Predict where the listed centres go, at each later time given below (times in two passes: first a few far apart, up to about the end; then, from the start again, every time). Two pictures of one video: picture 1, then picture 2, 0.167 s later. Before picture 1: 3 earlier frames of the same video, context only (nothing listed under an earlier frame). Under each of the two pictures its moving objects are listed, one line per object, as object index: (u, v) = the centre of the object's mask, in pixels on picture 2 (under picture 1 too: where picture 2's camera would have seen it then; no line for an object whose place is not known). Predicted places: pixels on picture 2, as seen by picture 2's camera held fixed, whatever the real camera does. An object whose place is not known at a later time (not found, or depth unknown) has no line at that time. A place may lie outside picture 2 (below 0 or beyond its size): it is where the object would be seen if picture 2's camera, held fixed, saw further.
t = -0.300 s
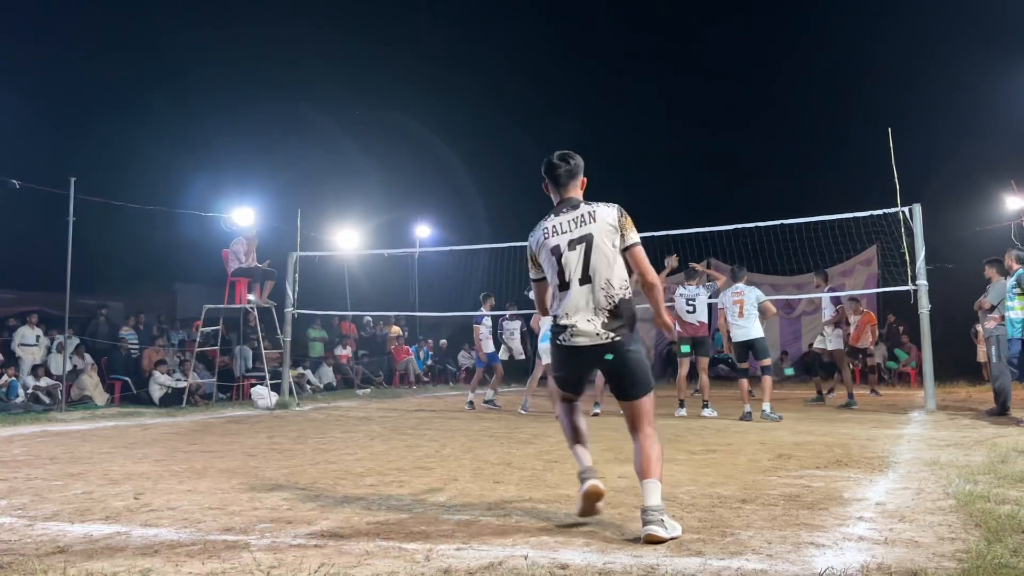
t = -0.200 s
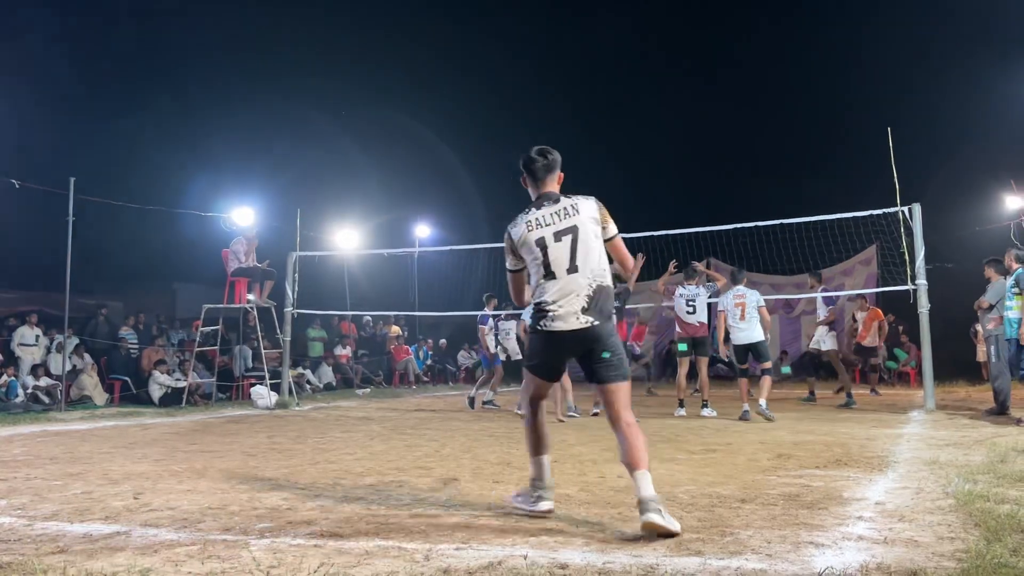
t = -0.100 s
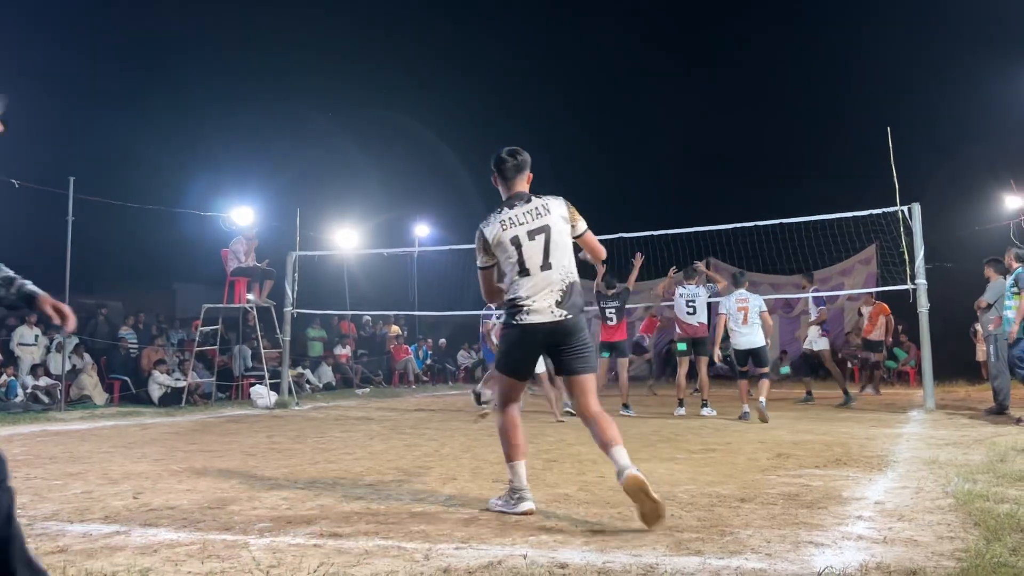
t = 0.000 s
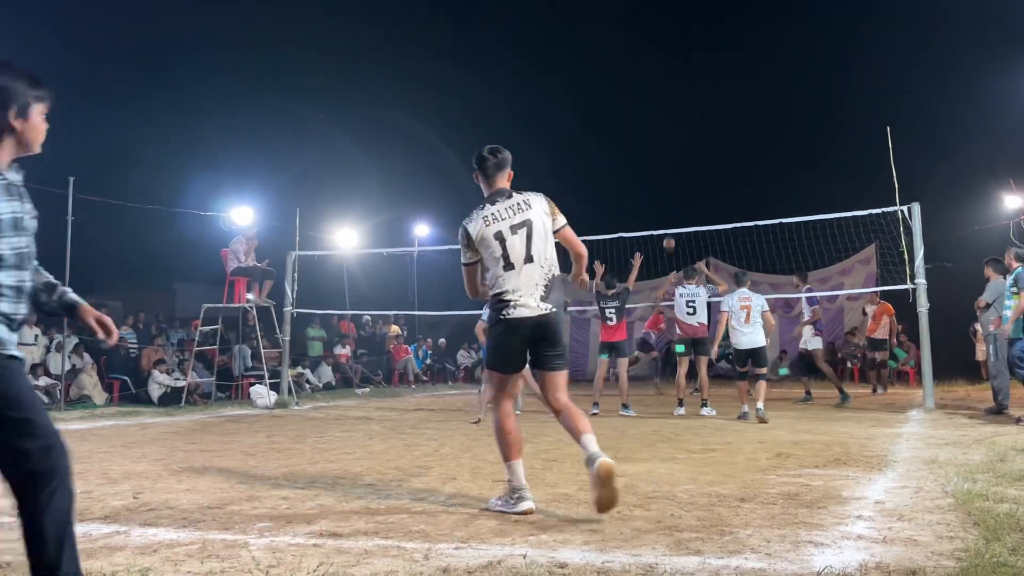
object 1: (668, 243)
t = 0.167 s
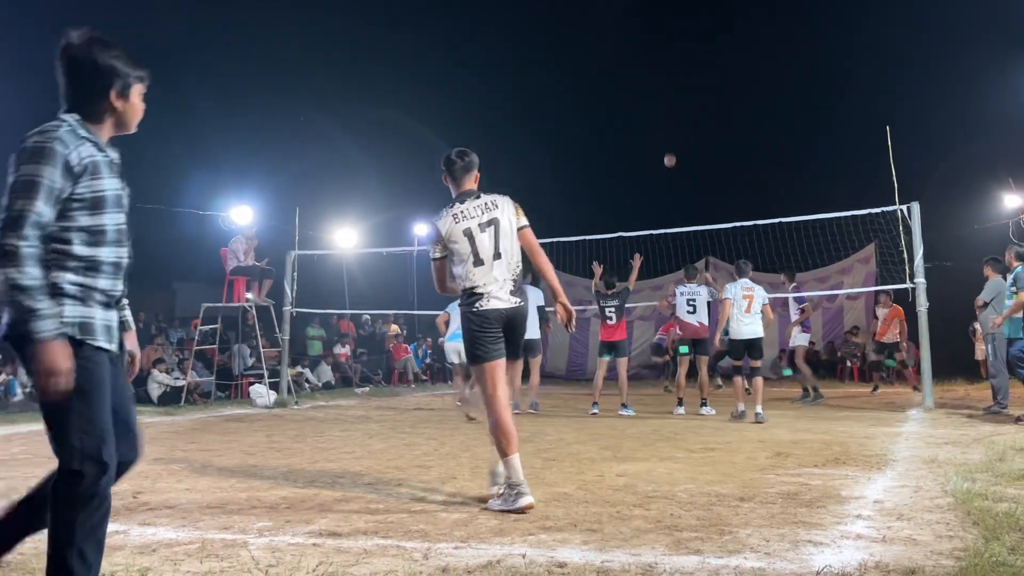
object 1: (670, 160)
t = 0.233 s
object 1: (670, 140)
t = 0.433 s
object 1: (669, 69)
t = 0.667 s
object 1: (668, 11)
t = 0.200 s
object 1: (670, 153)
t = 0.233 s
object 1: (670, 140)
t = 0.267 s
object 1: (670, 126)
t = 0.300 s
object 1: (670, 114)
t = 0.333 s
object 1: (670, 97)
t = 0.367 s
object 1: (670, 91)
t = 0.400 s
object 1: (669, 80)
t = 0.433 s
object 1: (669, 69)
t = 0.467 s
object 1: (669, 54)
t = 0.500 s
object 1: (669, 50)
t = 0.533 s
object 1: (669, 41)
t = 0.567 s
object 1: (668, 32)
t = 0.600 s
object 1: (668, 25)
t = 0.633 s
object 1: (668, 14)
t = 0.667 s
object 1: (668, 11)
